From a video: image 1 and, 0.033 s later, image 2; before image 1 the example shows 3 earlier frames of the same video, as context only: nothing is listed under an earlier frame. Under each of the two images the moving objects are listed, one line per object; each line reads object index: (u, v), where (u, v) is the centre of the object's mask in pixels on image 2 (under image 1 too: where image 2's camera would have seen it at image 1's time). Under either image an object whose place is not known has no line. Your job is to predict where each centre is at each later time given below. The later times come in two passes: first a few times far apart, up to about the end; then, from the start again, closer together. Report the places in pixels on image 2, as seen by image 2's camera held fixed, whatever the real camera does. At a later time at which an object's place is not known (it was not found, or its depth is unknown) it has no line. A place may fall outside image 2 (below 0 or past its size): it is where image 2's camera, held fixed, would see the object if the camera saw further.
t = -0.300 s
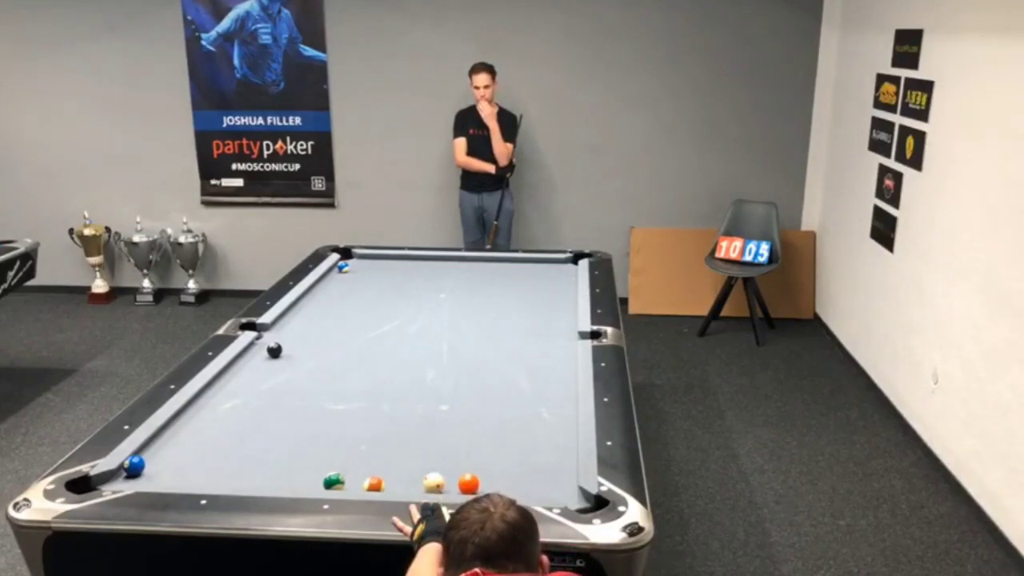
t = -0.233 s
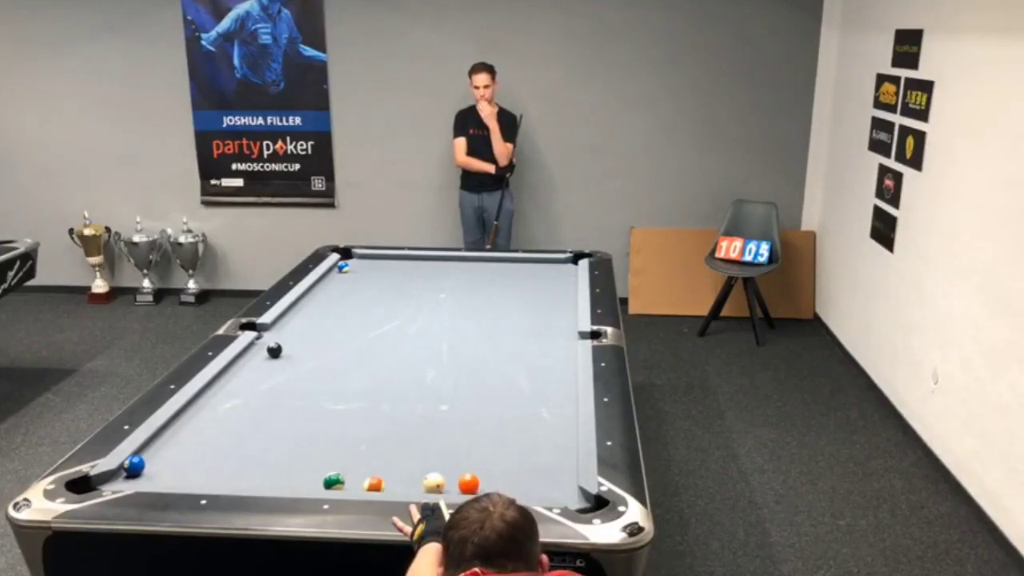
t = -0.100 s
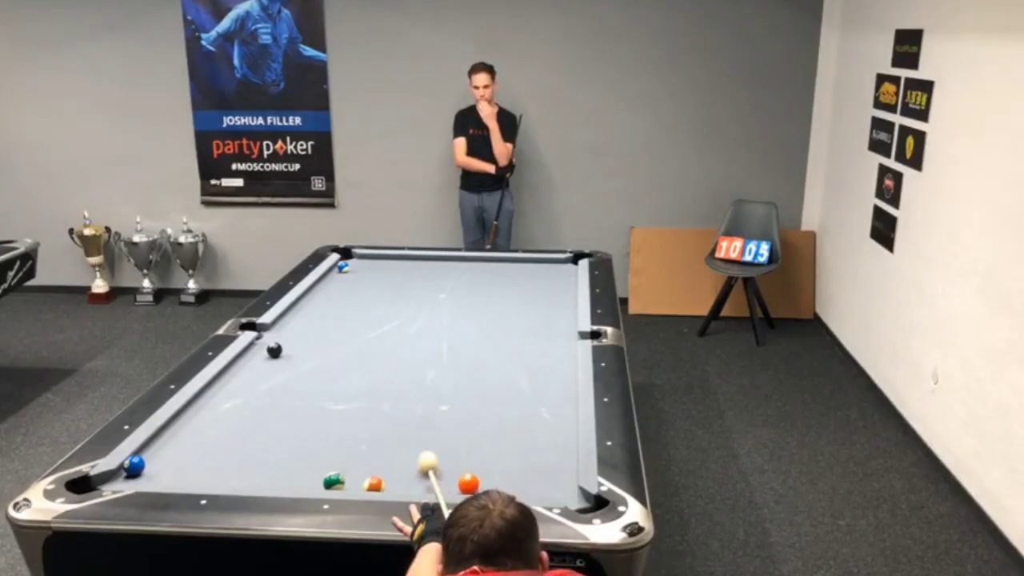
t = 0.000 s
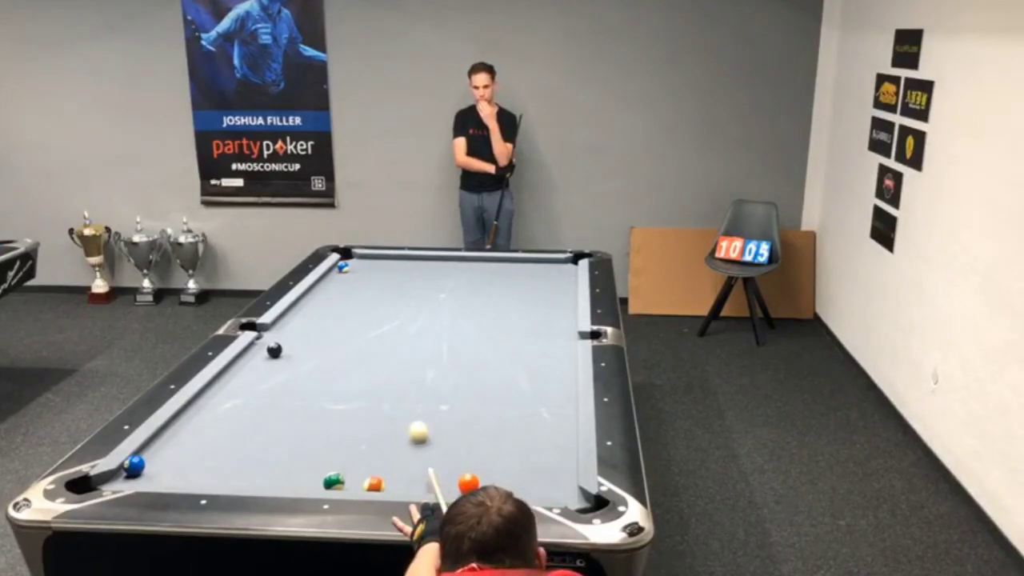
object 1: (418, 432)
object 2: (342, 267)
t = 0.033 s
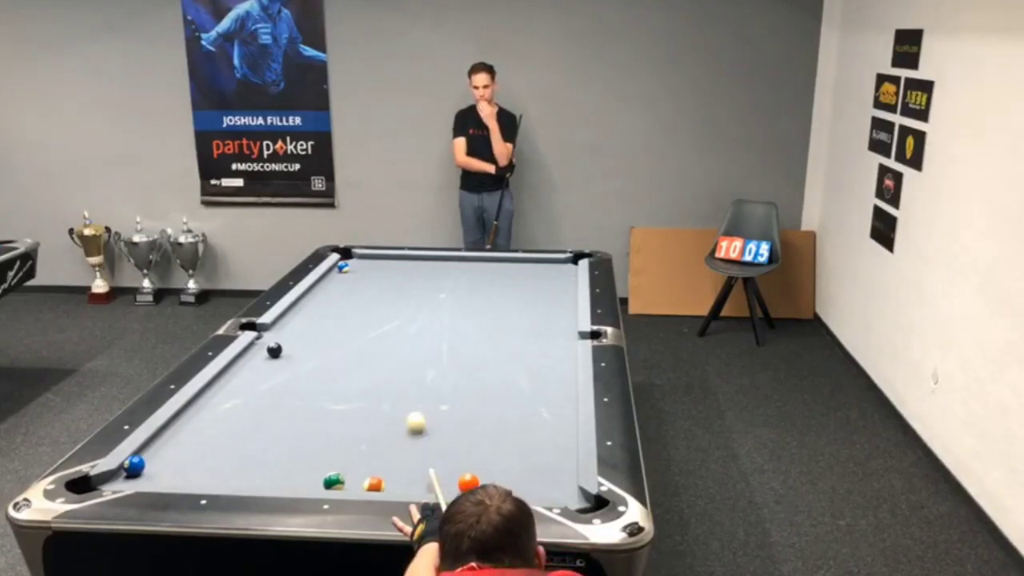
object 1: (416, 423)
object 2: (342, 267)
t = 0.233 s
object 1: (402, 375)
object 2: (342, 267)
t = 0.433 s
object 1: (391, 338)
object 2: (342, 267)
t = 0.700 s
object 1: (379, 300)
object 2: (342, 267)
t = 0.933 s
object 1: (371, 274)
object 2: (342, 266)
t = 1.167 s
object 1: (361, 258)
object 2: (342, 267)
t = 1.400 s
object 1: (349, 265)
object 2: (332, 273)
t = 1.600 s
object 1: (347, 266)
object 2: (335, 279)
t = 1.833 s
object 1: (345, 266)
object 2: (338, 288)
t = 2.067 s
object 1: (345, 266)
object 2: (342, 296)
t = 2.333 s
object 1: (344, 267)
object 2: (345, 305)
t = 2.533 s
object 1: (343, 267)
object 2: (347, 313)
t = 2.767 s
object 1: (343, 267)
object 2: (351, 322)
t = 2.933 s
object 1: (342, 267)
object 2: (353, 328)
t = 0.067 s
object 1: (413, 414)
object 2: (342, 267)
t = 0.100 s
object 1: (411, 405)
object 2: (342, 267)
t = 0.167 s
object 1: (406, 390)
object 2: (342, 267)
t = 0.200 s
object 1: (404, 382)
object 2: (342, 267)
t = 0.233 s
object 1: (402, 375)
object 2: (342, 267)
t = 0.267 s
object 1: (400, 368)
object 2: (342, 267)
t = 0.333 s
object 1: (396, 355)
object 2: (342, 267)
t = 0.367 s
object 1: (394, 349)
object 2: (342, 267)
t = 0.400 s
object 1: (392, 344)
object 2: (342, 267)
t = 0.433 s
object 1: (391, 338)
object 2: (342, 267)
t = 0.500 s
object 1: (388, 328)
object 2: (342, 266)
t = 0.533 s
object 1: (386, 323)
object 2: (342, 267)
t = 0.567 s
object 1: (385, 318)
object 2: (342, 266)
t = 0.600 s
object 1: (383, 313)
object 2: (342, 267)
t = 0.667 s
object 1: (381, 304)
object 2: (342, 267)
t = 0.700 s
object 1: (379, 300)
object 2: (342, 267)
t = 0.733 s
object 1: (378, 295)
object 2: (342, 266)
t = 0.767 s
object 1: (377, 292)
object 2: (342, 266)
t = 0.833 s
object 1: (374, 284)
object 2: (342, 266)
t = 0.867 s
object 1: (374, 280)
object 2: (342, 266)
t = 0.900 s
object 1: (372, 277)
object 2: (342, 266)
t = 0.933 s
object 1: (371, 274)
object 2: (342, 266)
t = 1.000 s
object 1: (369, 267)
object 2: (342, 267)
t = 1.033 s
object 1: (369, 264)
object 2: (342, 267)
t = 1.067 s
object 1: (368, 261)
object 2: (342, 267)
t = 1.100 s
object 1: (367, 258)
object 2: (342, 267)
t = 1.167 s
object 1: (361, 258)
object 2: (342, 267)
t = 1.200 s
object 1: (357, 261)
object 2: (342, 267)
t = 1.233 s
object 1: (353, 262)
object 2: (342, 267)
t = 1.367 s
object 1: (349, 265)
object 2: (332, 272)
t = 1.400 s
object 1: (349, 265)
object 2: (332, 273)
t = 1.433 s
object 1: (348, 265)
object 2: (332, 274)
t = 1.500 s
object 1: (348, 265)
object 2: (334, 276)
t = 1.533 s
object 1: (348, 265)
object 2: (333, 277)
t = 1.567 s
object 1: (348, 265)
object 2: (334, 279)
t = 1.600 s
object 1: (347, 266)
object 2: (335, 279)
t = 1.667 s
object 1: (347, 266)
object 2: (335, 281)
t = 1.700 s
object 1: (346, 266)
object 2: (336, 283)
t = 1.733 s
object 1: (346, 266)
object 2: (336, 284)
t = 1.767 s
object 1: (346, 266)
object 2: (337, 285)
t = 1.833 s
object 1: (345, 266)
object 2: (338, 288)
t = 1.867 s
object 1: (345, 266)
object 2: (338, 288)
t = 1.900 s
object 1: (345, 266)
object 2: (339, 289)
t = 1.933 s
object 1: (345, 266)
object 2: (339, 291)
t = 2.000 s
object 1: (345, 266)
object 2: (340, 293)
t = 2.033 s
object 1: (345, 267)
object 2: (341, 294)
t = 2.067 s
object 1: (345, 266)
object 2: (342, 296)
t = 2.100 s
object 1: (345, 266)
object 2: (342, 297)
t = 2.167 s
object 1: (344, 267)
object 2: (343, 299)
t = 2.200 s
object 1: (344, 267)
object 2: (343, 300)
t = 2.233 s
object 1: (344, 267)
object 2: (343, 301)
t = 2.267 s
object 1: (344, 267)
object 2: (344, 303)
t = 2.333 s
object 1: (344, 267)
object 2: (345, 305)
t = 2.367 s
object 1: (344, 267)
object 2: (346, 306)
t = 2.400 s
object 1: (344, 267)
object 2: (346, 308)
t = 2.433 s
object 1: (343, 267)
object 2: (347, 309)
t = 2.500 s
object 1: (343, 267)
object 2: (347, 311)
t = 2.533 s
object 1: (343, 267)
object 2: (347, 313)
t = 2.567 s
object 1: (343, 267)
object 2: (347, 314)
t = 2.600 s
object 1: (343, 267)
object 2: (348, 315)
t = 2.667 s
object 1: (343, 267)
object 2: (349, 317)
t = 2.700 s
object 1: (342, 267)
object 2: (350, 319)
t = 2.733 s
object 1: (343, 267)
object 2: (350, 320)
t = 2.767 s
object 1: (343, 267)
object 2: (351, 322)
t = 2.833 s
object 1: (342, 267)
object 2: (352, 324)
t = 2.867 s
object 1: (342, 267)
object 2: (352, 325)
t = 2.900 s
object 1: (342, 267)
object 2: (352, 327)
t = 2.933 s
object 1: (342, 267)
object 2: (353, 328)
